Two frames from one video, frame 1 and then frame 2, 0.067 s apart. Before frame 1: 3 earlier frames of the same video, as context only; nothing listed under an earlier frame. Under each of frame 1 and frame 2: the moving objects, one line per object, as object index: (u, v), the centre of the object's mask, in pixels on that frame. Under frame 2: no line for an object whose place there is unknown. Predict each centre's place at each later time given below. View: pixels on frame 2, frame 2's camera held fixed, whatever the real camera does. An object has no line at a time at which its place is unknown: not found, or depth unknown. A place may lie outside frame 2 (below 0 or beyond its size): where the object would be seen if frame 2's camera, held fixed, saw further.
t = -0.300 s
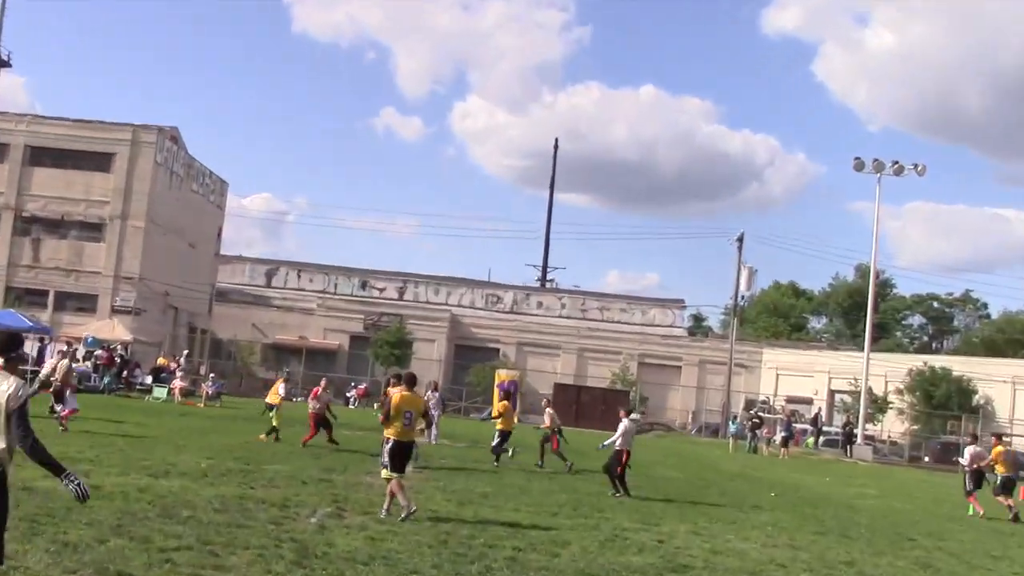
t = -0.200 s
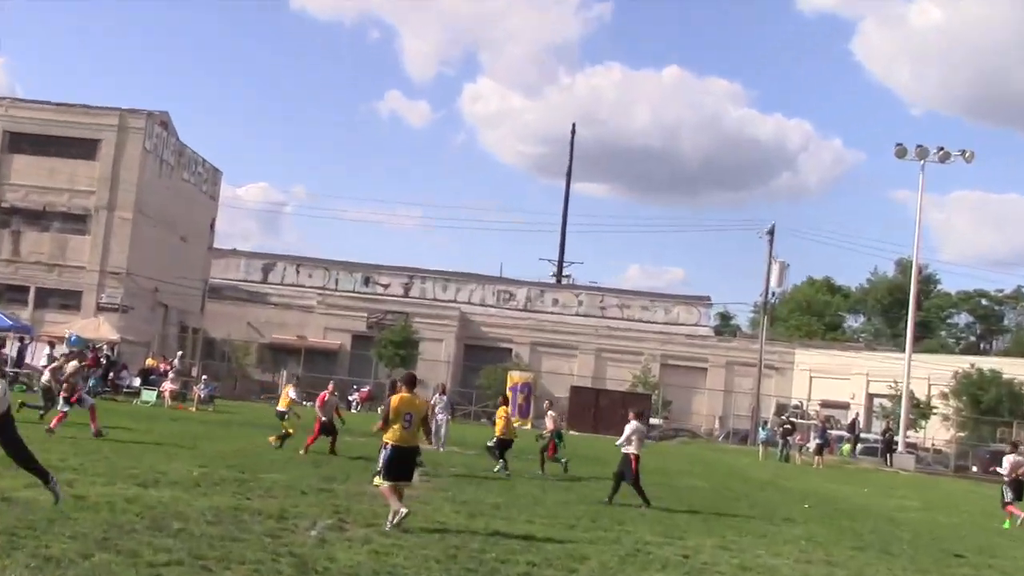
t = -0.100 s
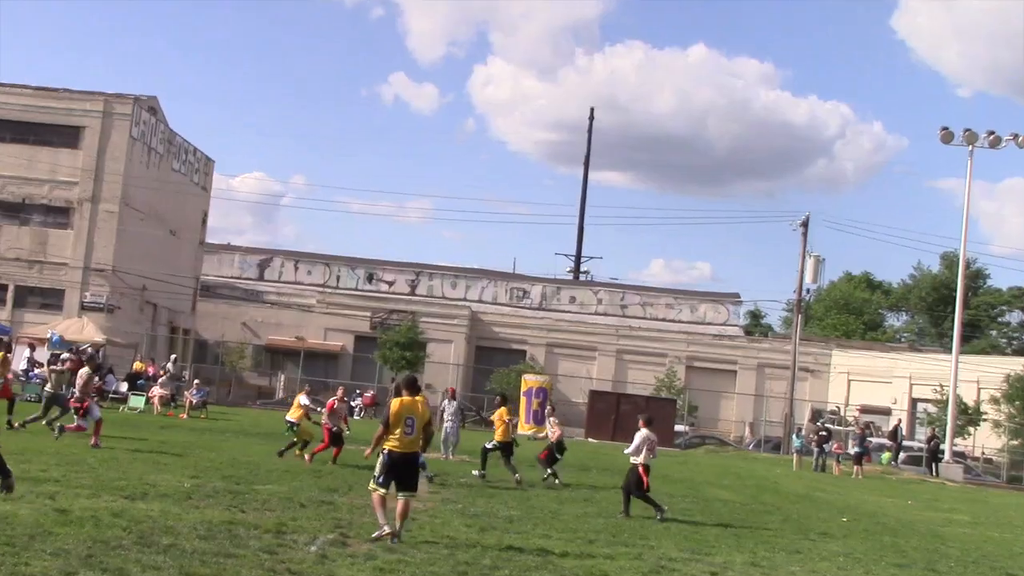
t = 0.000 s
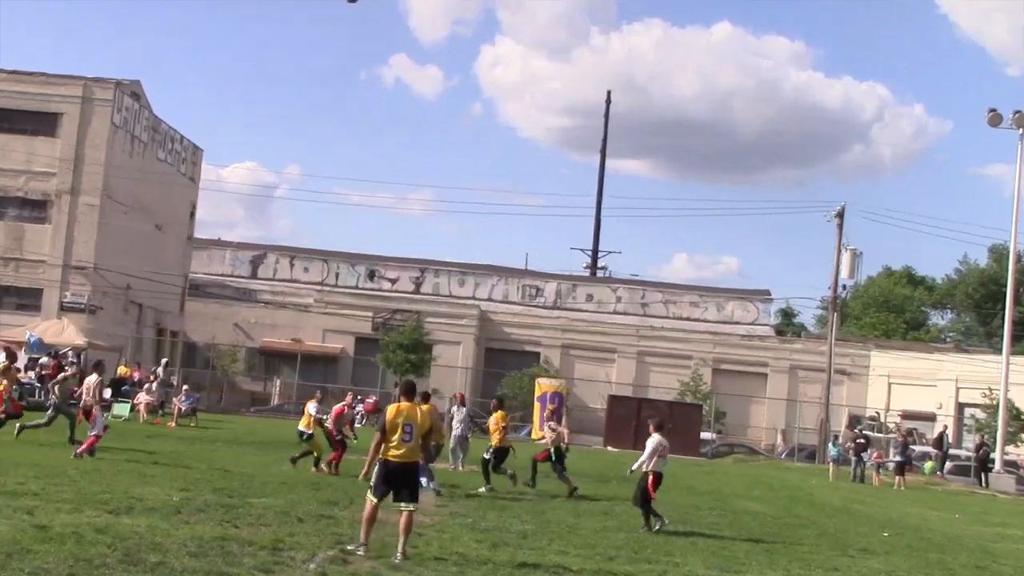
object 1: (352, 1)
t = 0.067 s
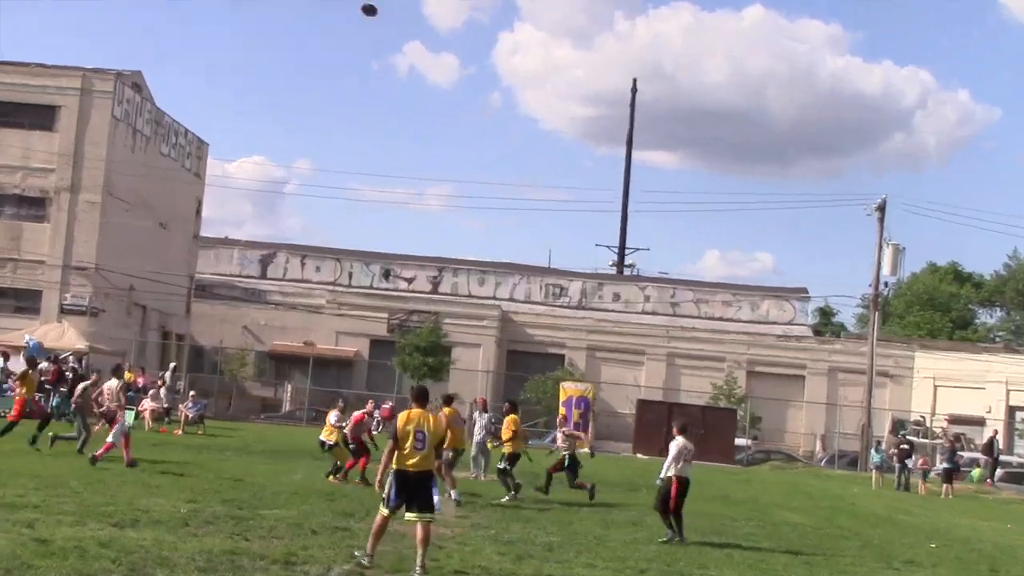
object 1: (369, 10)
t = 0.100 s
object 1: (374, 20)
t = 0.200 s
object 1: (378, 48)
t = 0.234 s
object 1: (376, 62)
